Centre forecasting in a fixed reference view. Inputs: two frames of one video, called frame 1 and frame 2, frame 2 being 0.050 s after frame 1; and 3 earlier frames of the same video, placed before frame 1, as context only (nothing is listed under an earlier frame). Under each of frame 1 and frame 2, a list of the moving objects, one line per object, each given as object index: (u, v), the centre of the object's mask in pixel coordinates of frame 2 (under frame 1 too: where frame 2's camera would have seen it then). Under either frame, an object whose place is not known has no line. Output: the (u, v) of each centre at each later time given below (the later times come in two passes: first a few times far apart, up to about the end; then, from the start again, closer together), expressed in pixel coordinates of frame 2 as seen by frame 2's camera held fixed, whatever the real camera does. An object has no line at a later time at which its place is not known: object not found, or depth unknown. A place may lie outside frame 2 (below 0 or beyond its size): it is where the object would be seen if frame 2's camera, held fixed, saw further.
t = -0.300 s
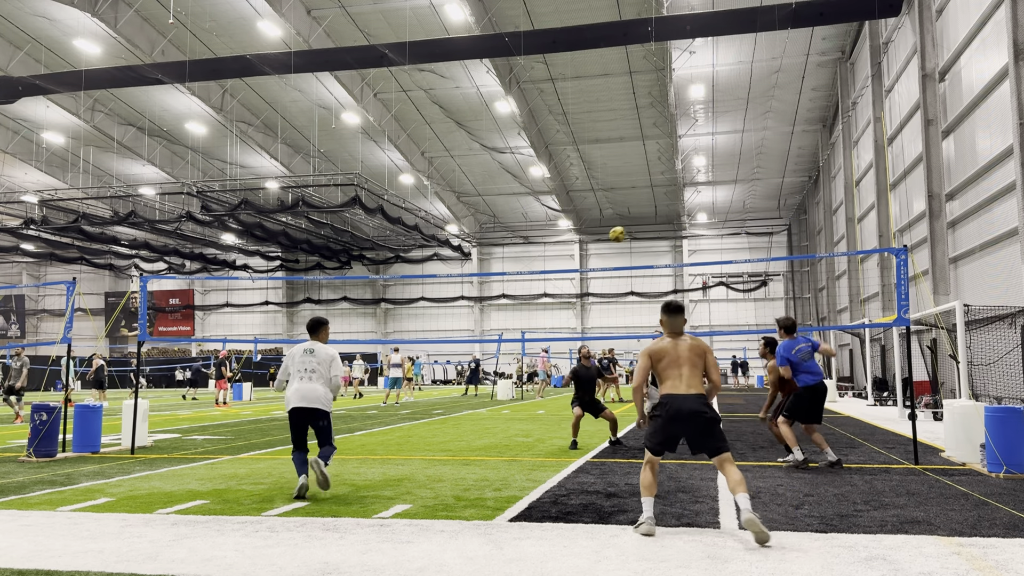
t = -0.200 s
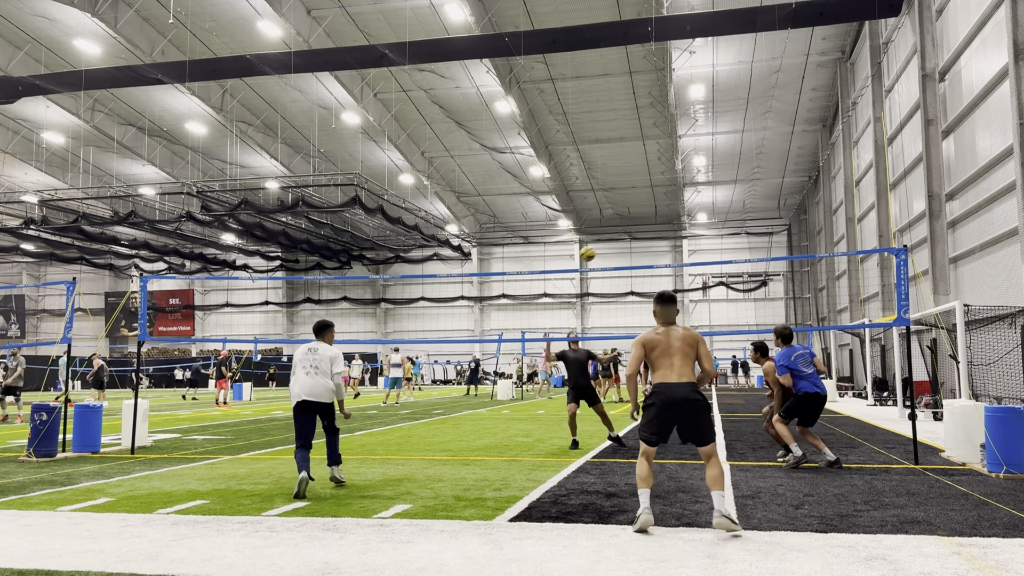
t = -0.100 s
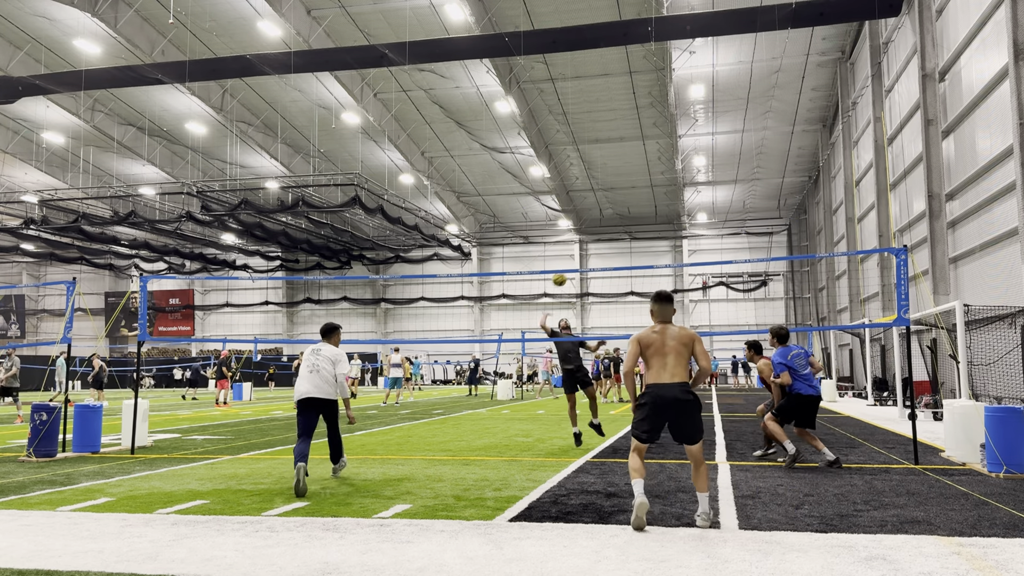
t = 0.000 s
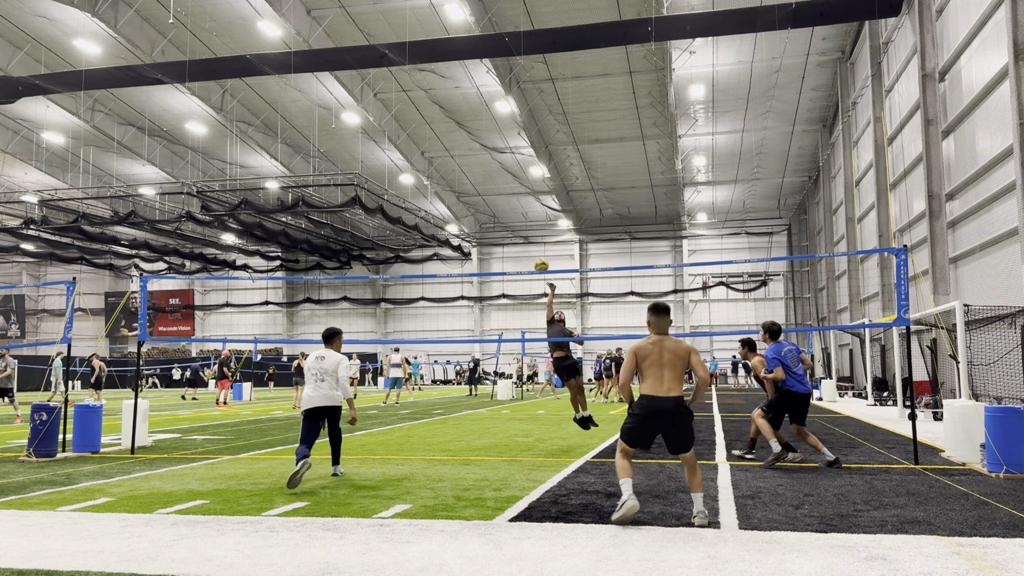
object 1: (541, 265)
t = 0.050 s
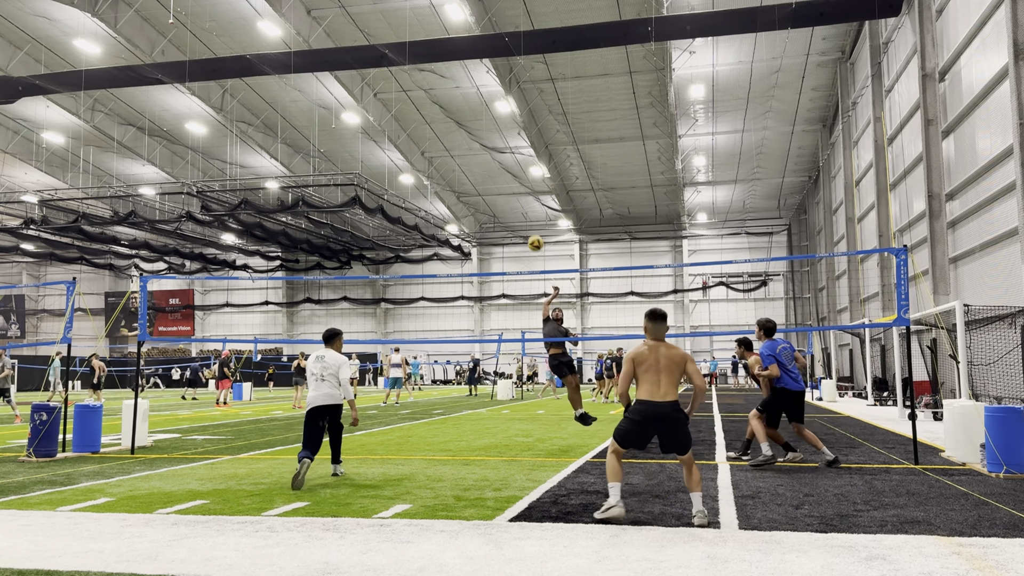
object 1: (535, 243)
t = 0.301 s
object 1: (503, 151)
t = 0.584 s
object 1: (453, 88)
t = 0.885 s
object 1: (374, 102)
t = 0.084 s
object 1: (532, 229)
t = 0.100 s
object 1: (530, 222)
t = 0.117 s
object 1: (527, 216)
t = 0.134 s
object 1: (526, 209)
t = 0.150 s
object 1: (524, 203)
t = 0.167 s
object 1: (521, 196)
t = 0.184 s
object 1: (519, 190)
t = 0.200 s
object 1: (517, 184)
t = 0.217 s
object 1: (515, 178)
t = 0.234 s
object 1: (513, 172)
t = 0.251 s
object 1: (510, 167)
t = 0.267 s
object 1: (508, 161)
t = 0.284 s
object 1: (505, 156)
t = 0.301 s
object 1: (503, 151)
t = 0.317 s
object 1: (500, 145)
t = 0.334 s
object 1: (498, 141)
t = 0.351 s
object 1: (495, 135)
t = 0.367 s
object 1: (493, 131)
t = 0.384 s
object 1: (490, 126)
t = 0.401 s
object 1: (487, 122)
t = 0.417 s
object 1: (485, 118)
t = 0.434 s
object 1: (482, 114)
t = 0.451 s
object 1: (479, 111)
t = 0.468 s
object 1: (476, 107)
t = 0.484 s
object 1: (473, 104)
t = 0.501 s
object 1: (470, 100)
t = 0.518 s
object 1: (466, 98)
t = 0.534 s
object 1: (463, 94)
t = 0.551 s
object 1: (460, 92)
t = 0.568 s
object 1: (456, 90)
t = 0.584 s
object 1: (453, 88)
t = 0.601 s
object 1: (449, 86)
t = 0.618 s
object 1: (445, 84)
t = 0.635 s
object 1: (442, 83)
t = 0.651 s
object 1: (438, 82)
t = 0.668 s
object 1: (434, 81)
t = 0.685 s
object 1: (430, 81)
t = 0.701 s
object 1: (426, 81)
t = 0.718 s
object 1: (422, 81)
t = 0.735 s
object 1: (417, 81)
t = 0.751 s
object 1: (413, 82)
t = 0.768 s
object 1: (409, 83)
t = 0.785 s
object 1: (404, 85)
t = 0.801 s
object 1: (400, 87)
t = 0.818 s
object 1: (395, 89)
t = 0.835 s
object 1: (389, 92)
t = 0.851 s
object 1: (385, 95)
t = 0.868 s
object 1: (379, 98)
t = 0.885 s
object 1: (374, 102)
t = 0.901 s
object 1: (368, 107)
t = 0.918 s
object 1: (363, 112)
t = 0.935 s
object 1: (357, 117)
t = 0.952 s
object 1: (351, 122)
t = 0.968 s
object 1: (343, 130)
